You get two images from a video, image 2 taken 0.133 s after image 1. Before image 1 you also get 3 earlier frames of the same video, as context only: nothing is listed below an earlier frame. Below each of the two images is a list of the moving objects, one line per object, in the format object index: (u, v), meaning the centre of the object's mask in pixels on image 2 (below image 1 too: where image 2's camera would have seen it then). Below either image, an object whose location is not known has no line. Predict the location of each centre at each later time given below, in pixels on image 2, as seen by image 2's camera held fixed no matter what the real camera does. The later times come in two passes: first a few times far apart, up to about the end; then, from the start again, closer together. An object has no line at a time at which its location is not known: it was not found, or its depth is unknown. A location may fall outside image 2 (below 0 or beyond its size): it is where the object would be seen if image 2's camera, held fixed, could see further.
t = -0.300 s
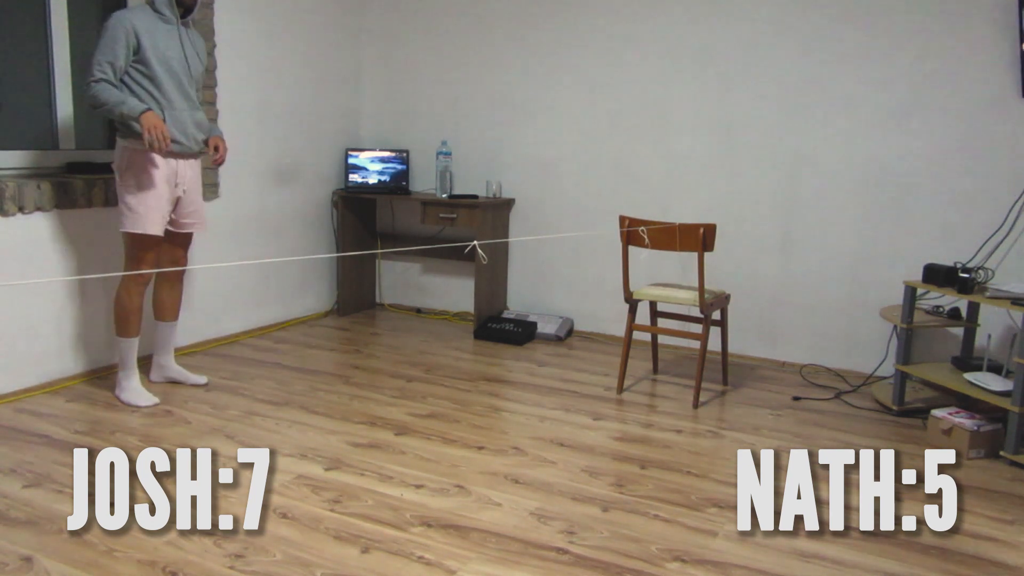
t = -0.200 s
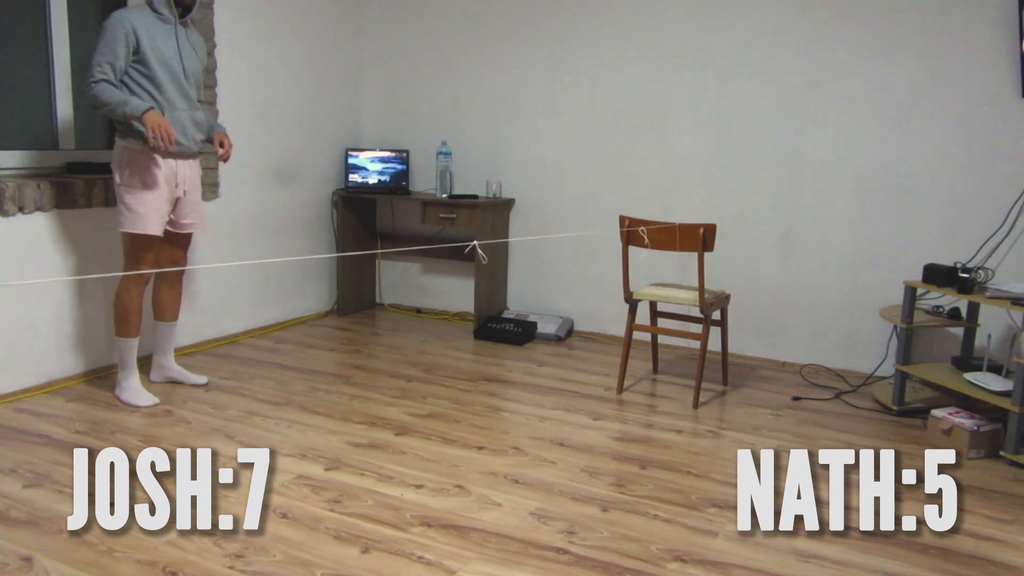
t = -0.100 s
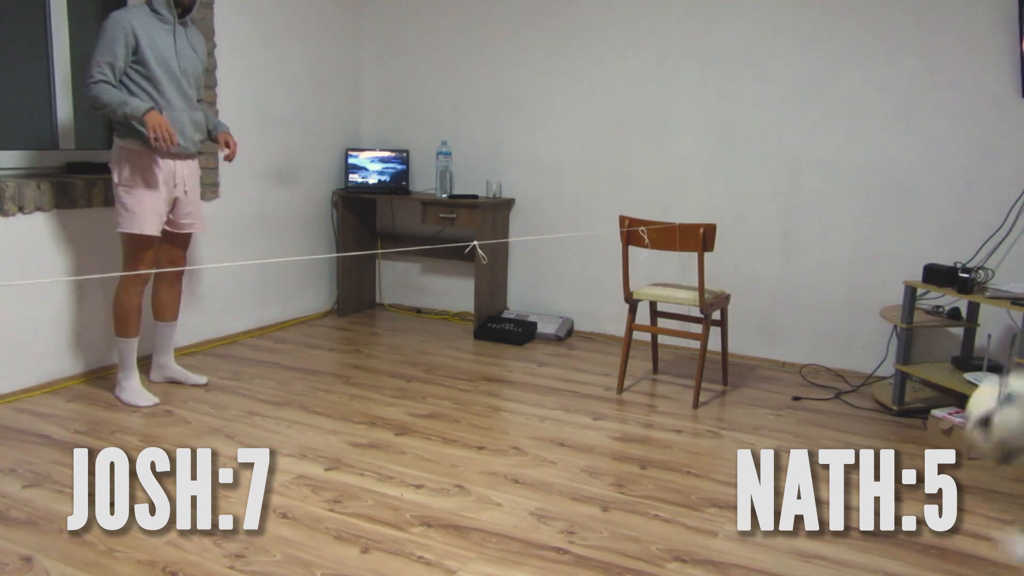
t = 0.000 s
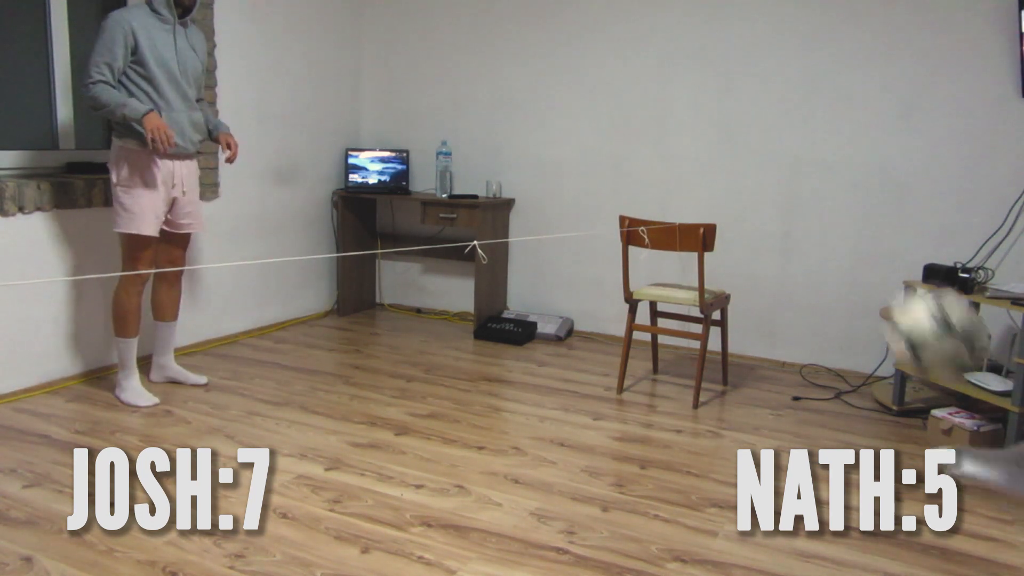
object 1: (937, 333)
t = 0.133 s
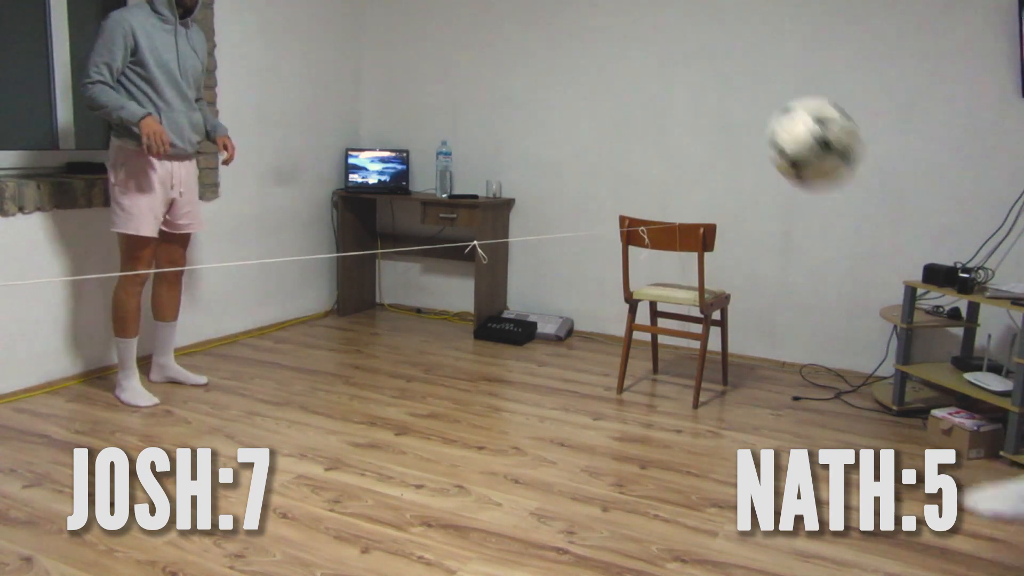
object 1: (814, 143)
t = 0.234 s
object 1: (729, 55)
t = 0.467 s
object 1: (552, 20)
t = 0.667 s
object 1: (430, 104)
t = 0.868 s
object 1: (338, 285)
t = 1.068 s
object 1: (281, 289)
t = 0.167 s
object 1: (785, 108)
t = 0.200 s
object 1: (756, 79)
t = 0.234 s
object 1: (729, 55)
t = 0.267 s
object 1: (702, 37)
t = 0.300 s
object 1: (675, 27)
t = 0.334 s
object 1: (648, 22)
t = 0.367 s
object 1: (622, 19)
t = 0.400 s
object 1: (598, 17)
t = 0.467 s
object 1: (552, 20)
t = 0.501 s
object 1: (530, 24)
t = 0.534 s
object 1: (510, 30)
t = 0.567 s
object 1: (489, 43)
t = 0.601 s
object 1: (469, 61)
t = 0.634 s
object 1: (449, 82)
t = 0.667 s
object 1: (430, 104)
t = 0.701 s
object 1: (413, 129)
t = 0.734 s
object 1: (398, 157)
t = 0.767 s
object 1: (379, 191)
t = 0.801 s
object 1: (364, 219)
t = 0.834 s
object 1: (352, 253)
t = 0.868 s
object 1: (338, 285)
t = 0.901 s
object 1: (325, 321)
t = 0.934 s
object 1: (311, 359)
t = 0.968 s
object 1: (301, 371)
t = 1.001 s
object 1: (295, 339)
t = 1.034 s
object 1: (288, 311)
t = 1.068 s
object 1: (281, 289)
